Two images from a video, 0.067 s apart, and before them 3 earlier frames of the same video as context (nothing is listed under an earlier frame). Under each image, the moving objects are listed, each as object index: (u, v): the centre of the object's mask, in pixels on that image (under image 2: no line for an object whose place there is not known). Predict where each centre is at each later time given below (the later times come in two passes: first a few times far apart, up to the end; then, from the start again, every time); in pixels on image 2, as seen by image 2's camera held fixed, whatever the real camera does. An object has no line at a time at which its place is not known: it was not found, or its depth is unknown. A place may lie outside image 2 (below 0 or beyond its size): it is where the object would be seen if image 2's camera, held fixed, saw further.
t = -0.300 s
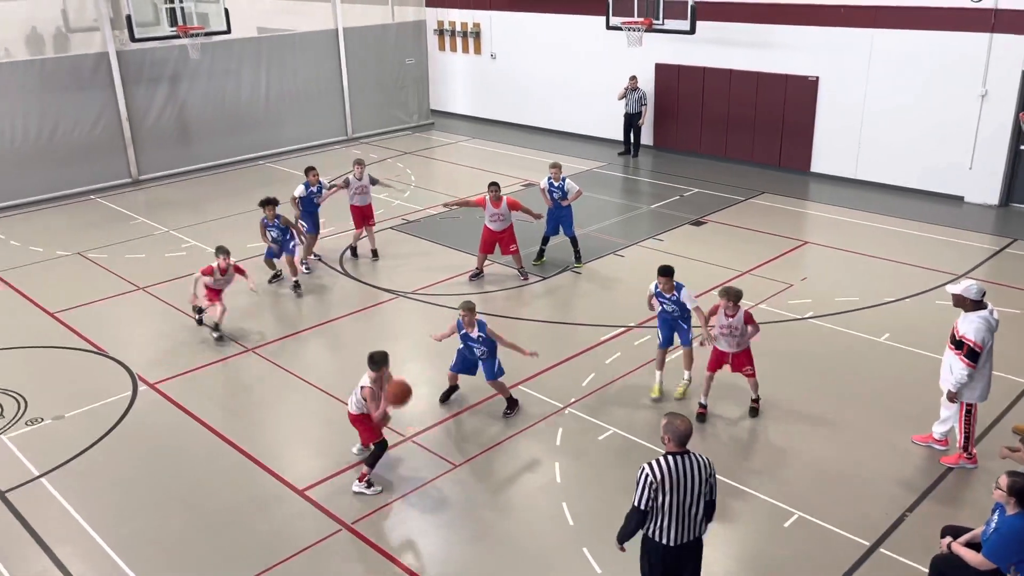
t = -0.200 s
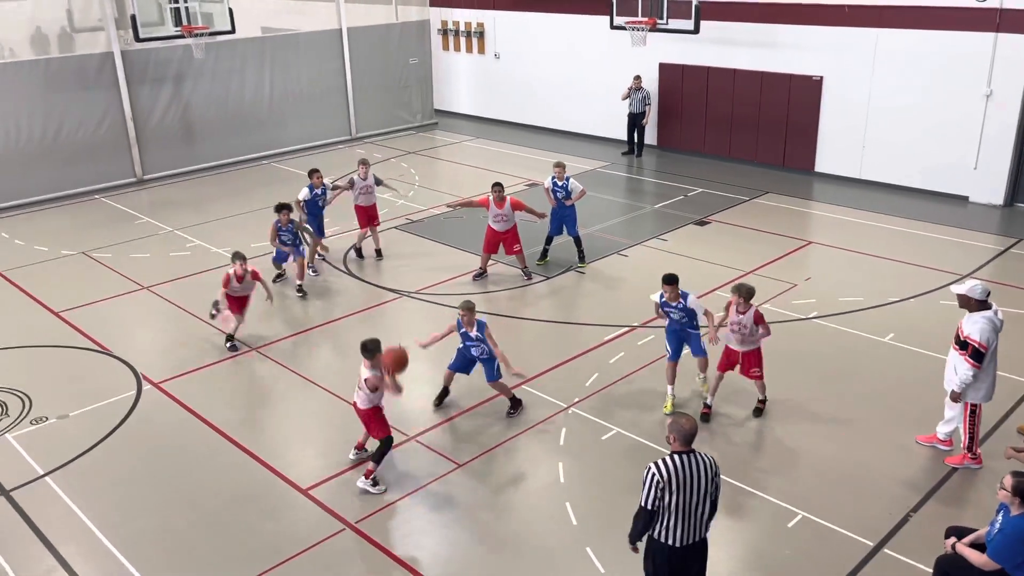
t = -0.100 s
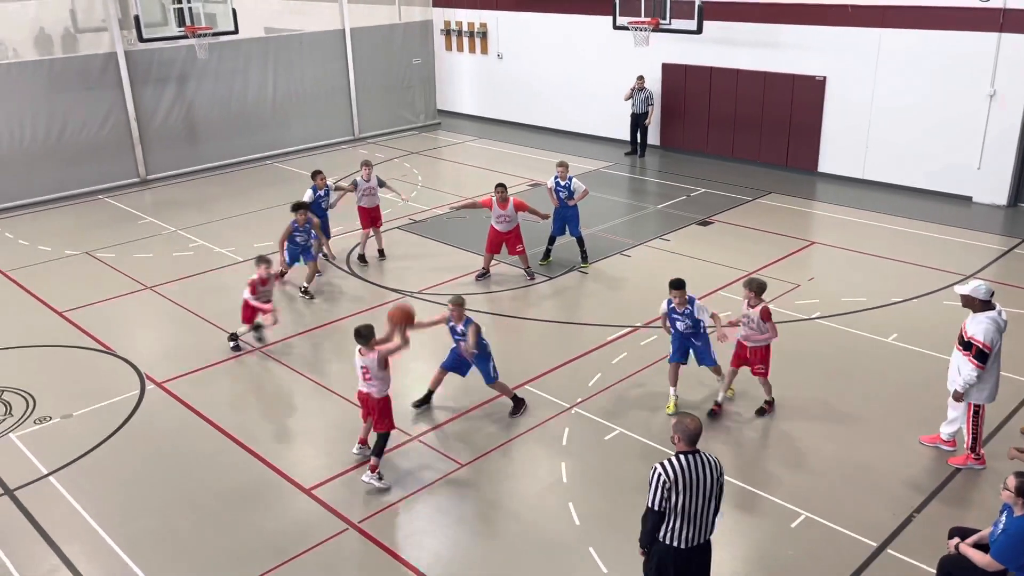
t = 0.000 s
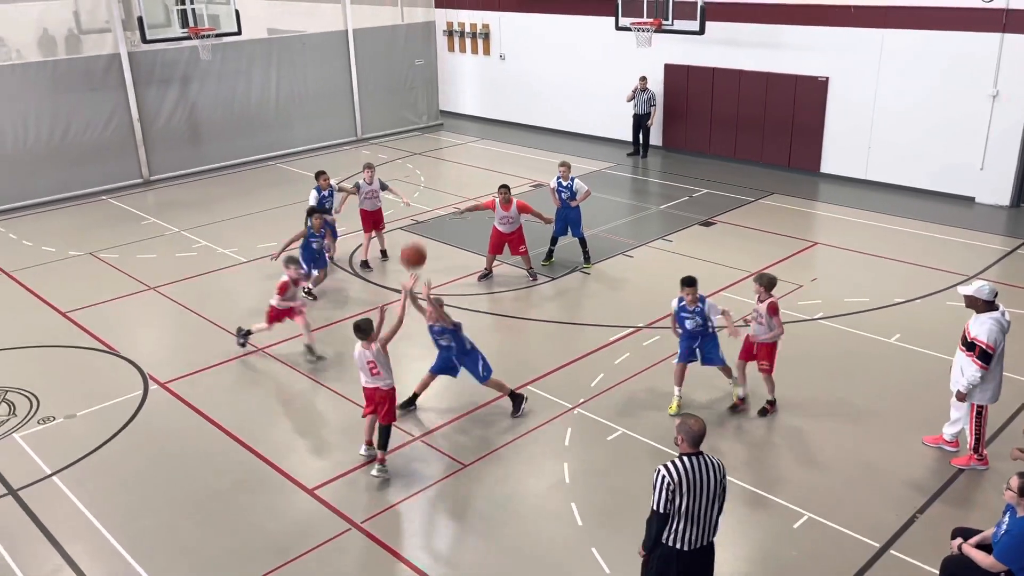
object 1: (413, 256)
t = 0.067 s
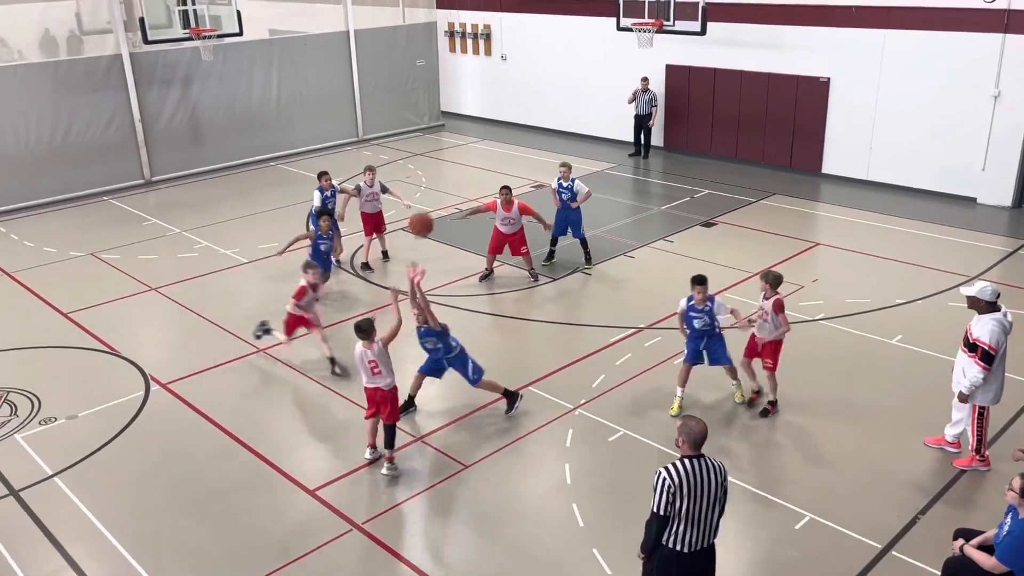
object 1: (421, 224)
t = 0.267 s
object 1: (438, 164)
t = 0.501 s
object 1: (457, 150)
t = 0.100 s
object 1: (424, 210)
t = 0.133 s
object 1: (427, 198)
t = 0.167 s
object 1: (429, 187)
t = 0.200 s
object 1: (432, 178)
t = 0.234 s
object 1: (435, 171)
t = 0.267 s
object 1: (438, 164)
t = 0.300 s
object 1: (441, 159)
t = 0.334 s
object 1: (443, 155)
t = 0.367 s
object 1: (446, 151)
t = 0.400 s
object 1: (449, 150)
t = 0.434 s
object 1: (451, 149)
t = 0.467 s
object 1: (454, 149)
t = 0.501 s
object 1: (457, 150)
